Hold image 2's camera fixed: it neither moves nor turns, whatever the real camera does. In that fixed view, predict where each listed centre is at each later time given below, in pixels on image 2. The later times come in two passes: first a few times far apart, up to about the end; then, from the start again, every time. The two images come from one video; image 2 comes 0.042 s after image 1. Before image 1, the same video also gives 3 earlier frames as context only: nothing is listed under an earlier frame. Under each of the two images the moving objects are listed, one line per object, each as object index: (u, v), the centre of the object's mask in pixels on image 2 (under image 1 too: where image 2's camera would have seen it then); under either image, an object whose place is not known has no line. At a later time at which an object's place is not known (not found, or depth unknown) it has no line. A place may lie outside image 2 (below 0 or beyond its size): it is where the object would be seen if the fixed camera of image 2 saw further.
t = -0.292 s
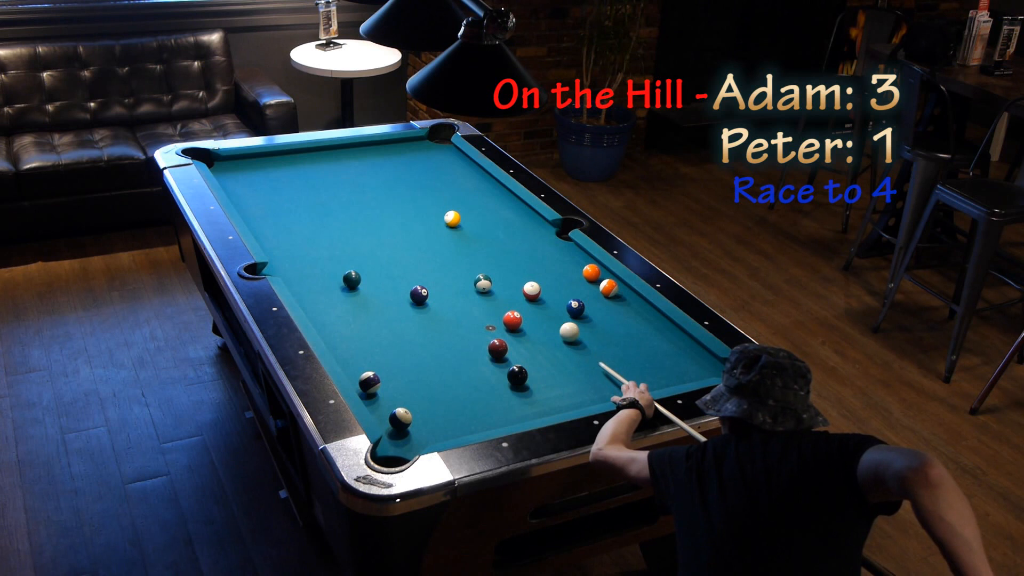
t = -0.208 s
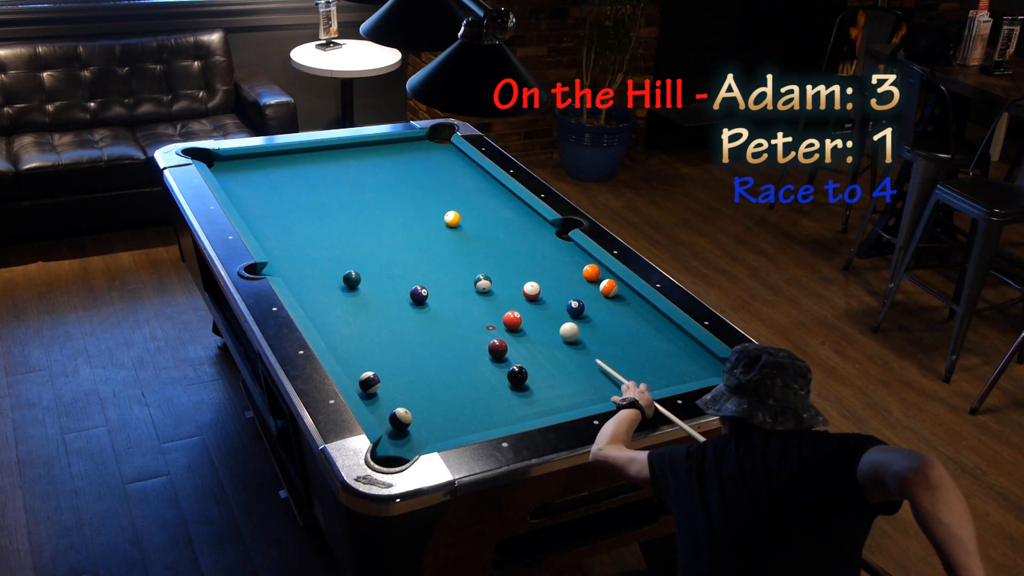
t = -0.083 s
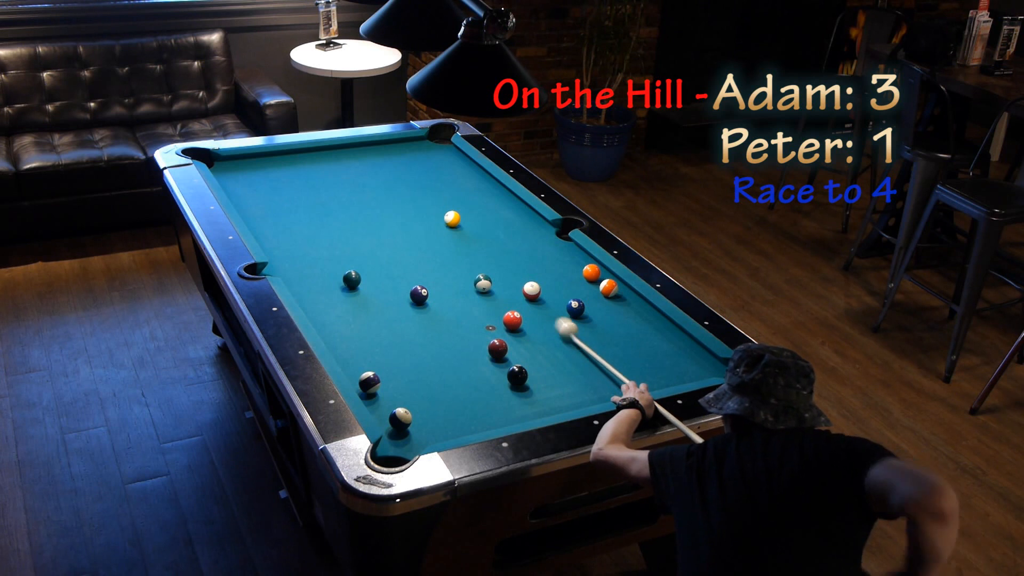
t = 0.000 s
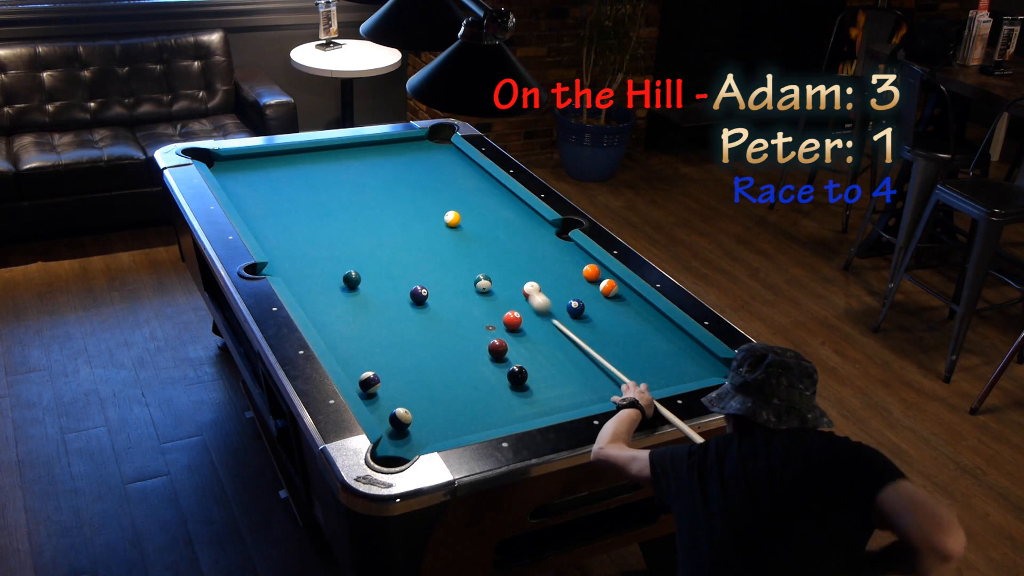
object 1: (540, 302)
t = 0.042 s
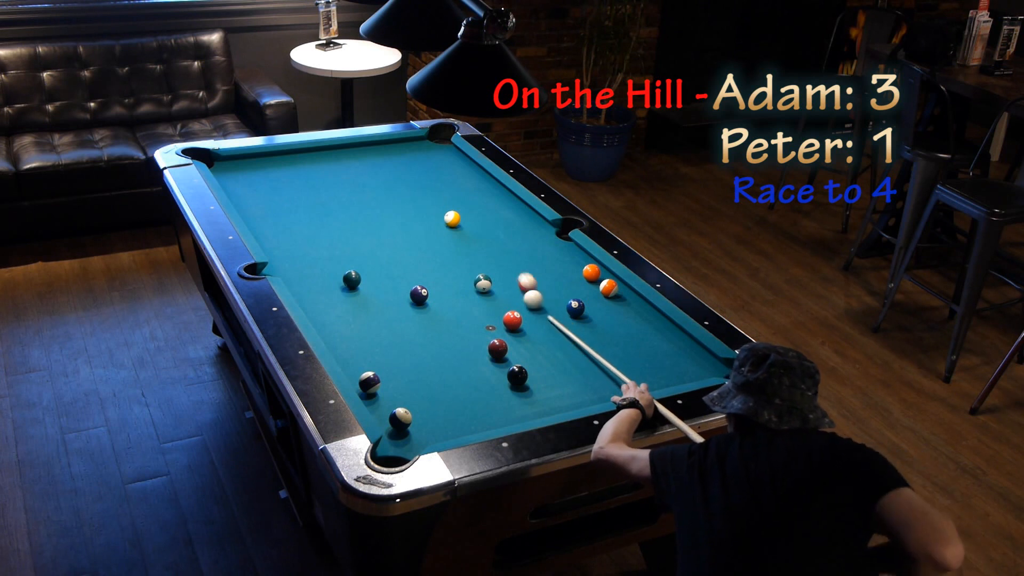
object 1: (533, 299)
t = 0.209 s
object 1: (522, 301)
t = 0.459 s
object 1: (507, 303)
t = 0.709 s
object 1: (493, 305)
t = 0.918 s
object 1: (482, 307)
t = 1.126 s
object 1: (473, 308)
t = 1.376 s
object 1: (463, 309)
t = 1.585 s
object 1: (456, 310)
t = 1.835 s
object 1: (450, 311)
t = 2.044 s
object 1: (446, 311)
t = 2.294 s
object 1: (442, 311)
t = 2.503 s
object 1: (440, 311)
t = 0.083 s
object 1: (530, 300)
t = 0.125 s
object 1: (527, 300)
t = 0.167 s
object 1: (524, 300)
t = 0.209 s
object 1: (522, 301)
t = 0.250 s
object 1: (519, 301)
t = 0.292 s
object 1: (517, 301)
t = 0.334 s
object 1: (514, 301)
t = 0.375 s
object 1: (511, 302)
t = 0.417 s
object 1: (509, 302)
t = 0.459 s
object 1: (507, 303)
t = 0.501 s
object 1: (504, 303)
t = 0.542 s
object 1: (502, 304)
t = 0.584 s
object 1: (500, 305)
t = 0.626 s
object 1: (497, 305)
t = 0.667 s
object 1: (495, 305)
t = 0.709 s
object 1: (493, 305)
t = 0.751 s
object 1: (491, 306)
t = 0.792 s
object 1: (488, 306)
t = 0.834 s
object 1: (486, 306)
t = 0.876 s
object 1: (484, 307)
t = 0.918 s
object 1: (482, 307)
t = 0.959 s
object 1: (480, 307)
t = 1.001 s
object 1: (478, 307)
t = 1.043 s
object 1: (477, 308)
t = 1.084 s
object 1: (475, 308)
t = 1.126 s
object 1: (473, 308)
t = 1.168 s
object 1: (471, 308)
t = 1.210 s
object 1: (470, 309)
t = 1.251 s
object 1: (468, 309)
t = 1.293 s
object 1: (466, 309)
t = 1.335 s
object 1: (465, 309)
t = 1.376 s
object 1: (463, 309)
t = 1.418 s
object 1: (462, 310)
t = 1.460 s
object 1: (460, 310)
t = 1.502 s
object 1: (459, 310)
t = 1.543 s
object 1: (458, 310)
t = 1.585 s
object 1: (456, 310)
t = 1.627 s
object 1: (455, 310)
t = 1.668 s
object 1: (454, 311)
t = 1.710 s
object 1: (453, 311)
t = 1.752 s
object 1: (452, 311)
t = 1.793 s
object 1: (451, 311)
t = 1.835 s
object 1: (450, 311)
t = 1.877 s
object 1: (449, 311)
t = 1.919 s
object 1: (448, 311)
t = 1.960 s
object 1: (447, 311)
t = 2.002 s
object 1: (447, 309)
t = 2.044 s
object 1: (446, 311)
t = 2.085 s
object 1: (445, 311)
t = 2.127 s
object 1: (444, 311)
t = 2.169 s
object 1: (443, 311)
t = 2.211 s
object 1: (443, 311)
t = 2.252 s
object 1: (442, 311)
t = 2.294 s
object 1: (442, 311)
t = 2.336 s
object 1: (441, 311)
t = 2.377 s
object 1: (441, 311)
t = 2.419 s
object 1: (440, 311)
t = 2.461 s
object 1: (440, 311)
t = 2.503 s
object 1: (440, 311)
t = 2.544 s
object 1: (440, 312)
